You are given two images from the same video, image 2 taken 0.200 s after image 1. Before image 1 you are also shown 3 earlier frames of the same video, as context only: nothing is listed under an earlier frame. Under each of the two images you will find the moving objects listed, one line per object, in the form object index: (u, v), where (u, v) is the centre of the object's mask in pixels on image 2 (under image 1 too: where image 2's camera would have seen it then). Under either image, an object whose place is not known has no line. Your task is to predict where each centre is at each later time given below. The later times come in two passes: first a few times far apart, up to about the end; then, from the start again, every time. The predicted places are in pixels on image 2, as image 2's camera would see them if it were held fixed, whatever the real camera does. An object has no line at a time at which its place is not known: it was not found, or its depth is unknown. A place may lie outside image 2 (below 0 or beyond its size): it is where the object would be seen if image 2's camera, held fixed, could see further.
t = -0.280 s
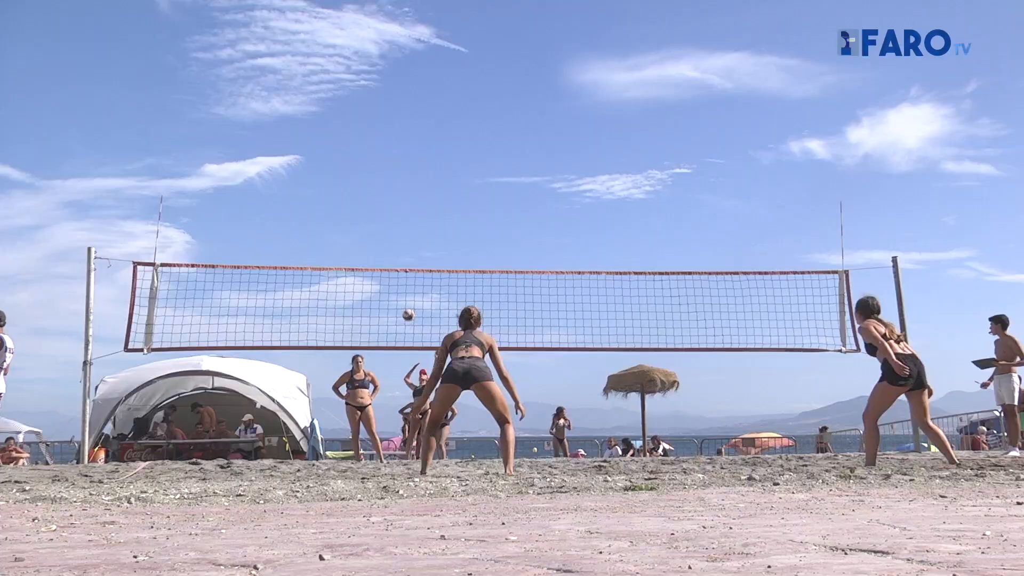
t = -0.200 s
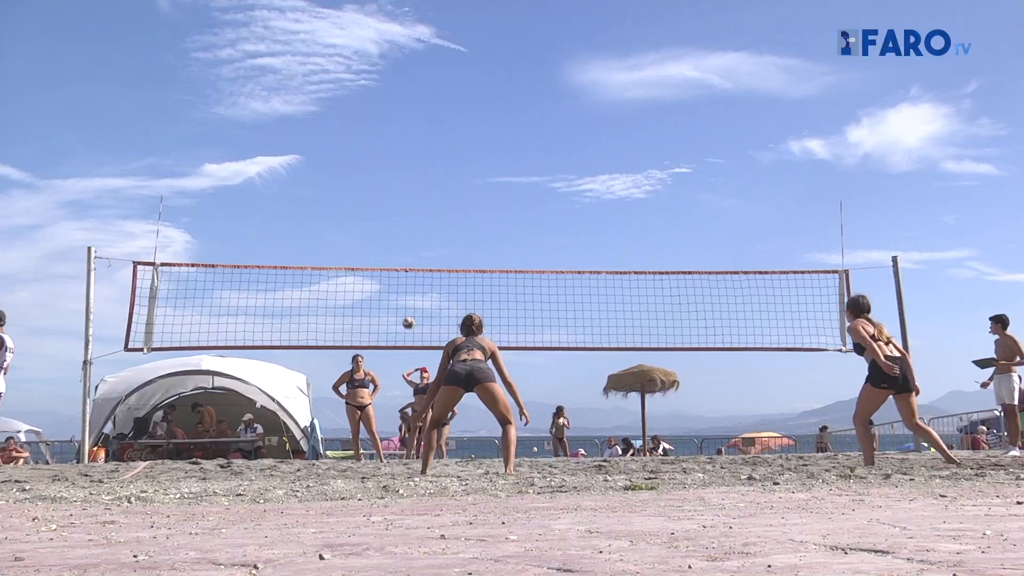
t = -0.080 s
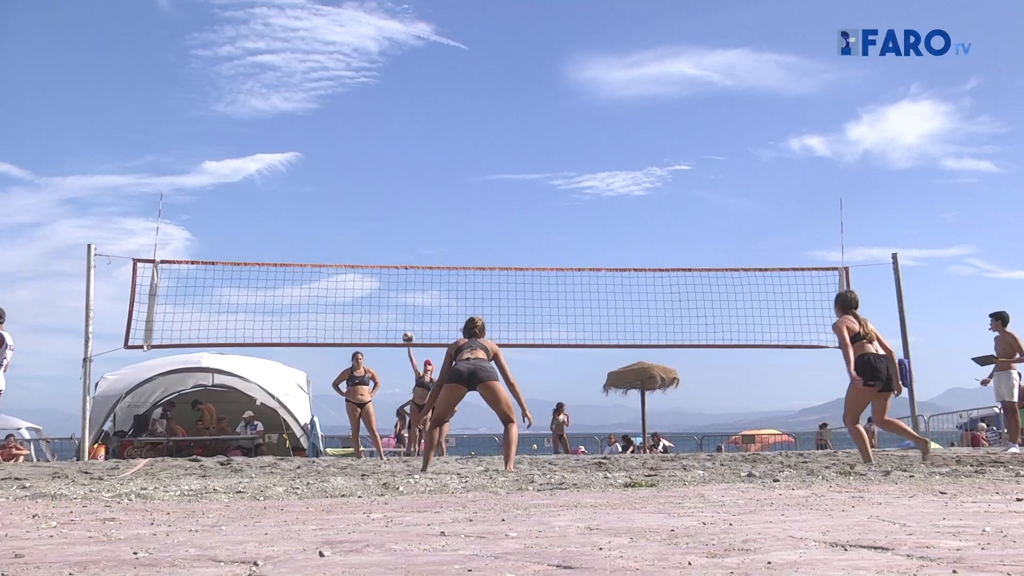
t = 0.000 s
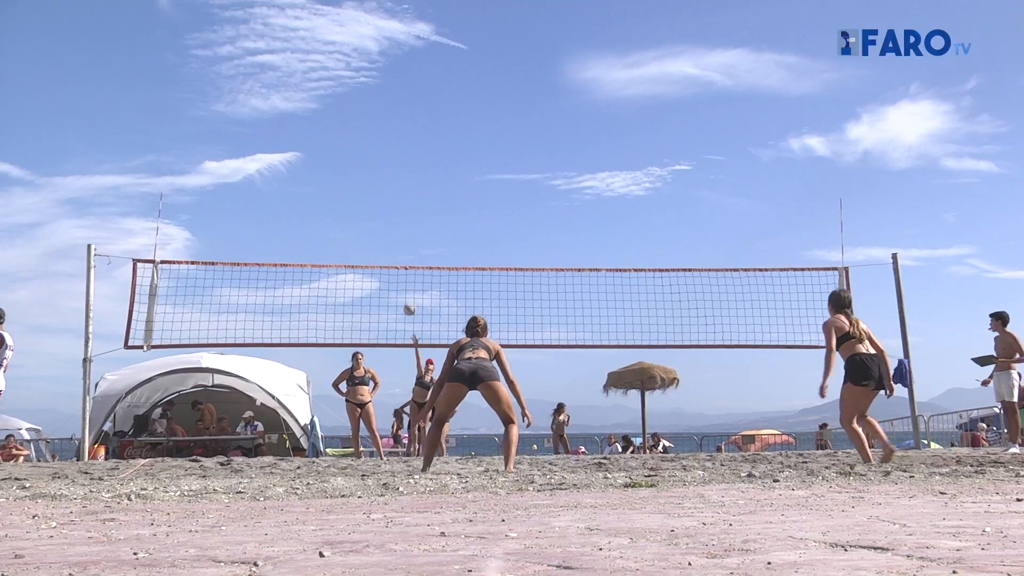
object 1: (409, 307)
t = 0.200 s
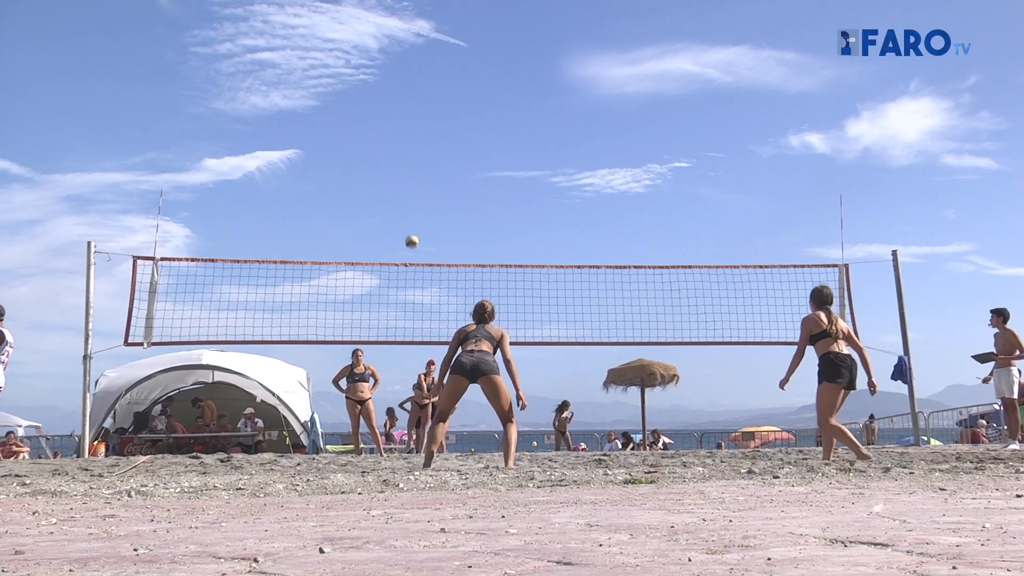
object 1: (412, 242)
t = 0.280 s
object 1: (412, 219)
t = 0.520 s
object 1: (411, 170)
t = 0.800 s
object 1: (408, 158)
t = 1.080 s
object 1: (400, 220)
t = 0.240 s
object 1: (412, 230)
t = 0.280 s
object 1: (412, 219)
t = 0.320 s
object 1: (412, 209)
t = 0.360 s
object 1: (412, 200)
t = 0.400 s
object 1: (412, 191)
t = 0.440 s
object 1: (410, 183)
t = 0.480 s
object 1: (410, 176)
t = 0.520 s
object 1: (411, 170)
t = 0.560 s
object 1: (410, 164)
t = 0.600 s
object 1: (410, 160)
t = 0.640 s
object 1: (409, 158)
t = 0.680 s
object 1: (409, 156)
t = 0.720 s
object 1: (409, 155)
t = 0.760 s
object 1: (409, 156)
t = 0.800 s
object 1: (408, 158)
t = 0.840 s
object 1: (407, 162)
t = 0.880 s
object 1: (406, 167)
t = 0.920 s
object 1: (405, 174)
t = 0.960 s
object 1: (404, 182)
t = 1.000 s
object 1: (403, 192)
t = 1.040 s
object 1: (402, 205)
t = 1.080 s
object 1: (400, 220)
